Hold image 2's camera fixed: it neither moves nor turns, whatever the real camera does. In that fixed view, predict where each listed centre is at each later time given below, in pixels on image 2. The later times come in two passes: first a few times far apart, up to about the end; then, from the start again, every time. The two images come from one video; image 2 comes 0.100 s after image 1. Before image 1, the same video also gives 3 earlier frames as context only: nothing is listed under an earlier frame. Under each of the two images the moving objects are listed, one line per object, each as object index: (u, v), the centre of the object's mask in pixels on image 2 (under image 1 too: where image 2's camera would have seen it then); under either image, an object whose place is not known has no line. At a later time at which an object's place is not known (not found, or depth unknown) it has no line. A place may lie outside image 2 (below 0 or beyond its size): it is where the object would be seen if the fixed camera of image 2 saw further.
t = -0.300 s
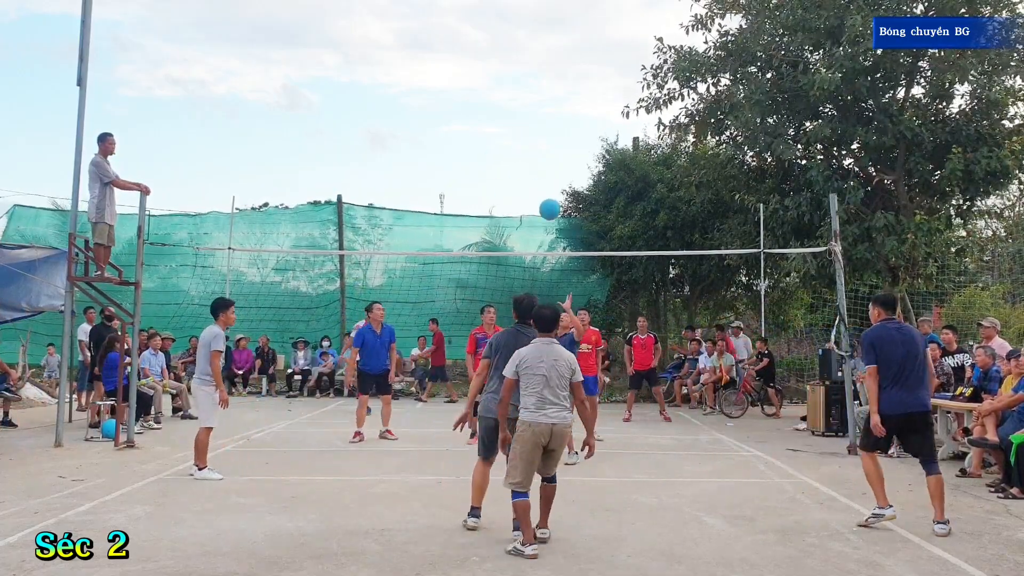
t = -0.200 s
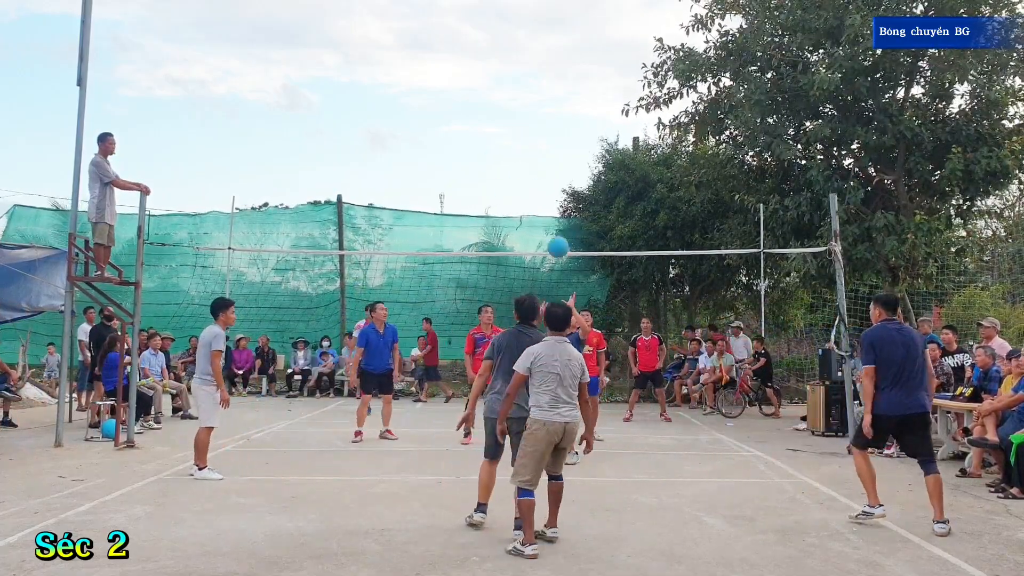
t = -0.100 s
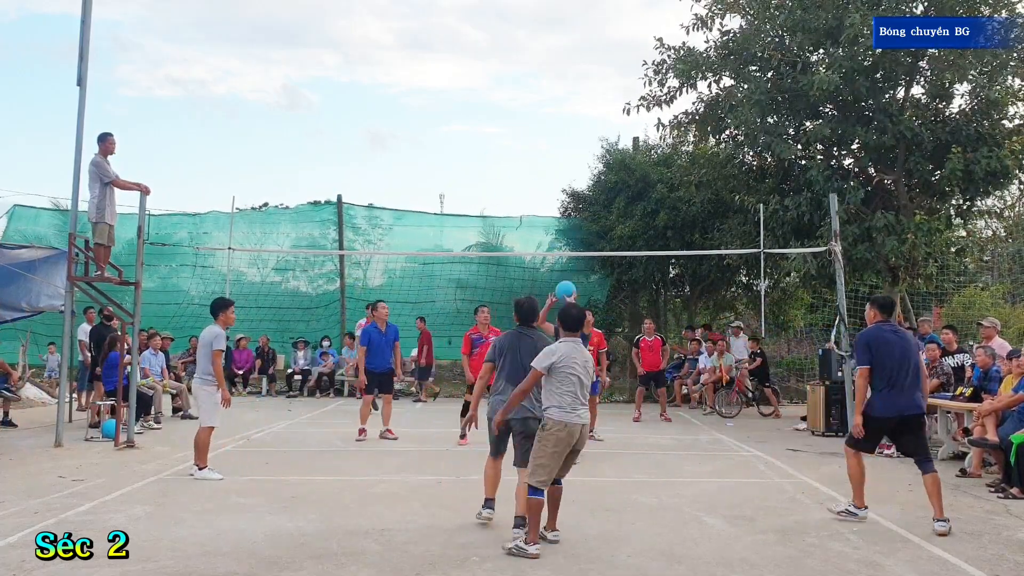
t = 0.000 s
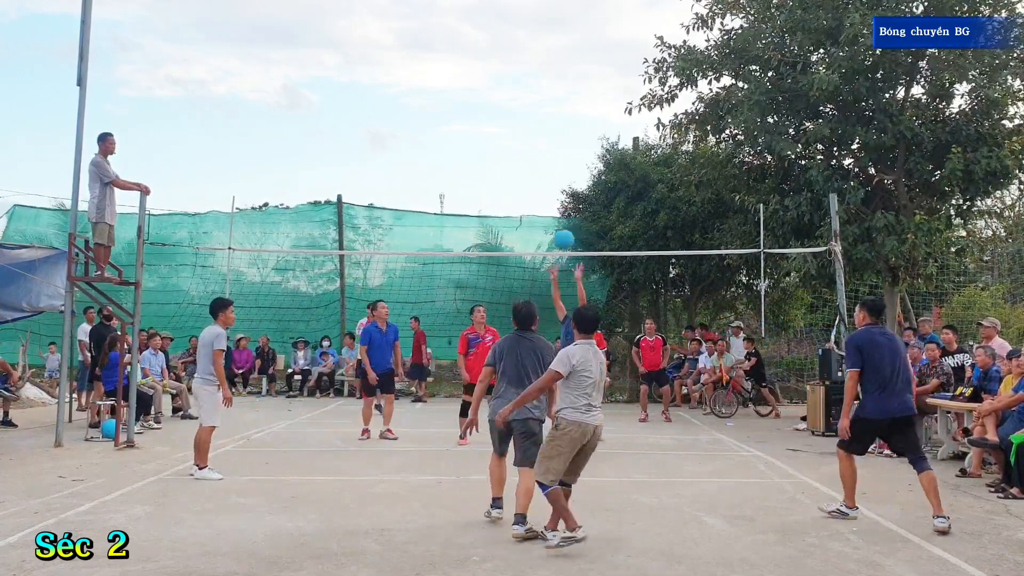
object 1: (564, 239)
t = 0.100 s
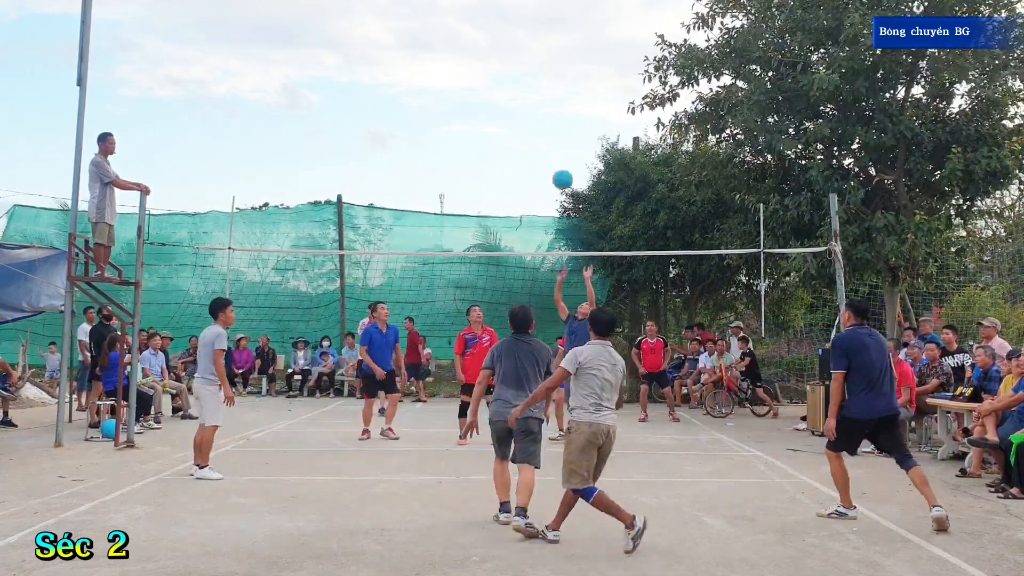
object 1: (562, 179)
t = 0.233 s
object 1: (561, 113)
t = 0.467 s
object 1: (559, 36)
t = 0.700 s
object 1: (553, 9)
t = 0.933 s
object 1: (547, 30)
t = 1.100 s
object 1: (542, 78)
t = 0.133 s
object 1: (562, 161)
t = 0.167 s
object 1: (562, 144)
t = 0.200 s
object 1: (562, 128)
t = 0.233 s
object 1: (561, 113)
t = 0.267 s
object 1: (561, 99)
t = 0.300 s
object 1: (561, 86)
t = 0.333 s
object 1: (561, 74)
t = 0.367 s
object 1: (560, 63)
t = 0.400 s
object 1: (560, 53)
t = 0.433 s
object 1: (559, 44)
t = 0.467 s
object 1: (559, 36)
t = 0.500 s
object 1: (558, 29)
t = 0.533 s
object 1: (557, 23)
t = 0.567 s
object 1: (557, 18)
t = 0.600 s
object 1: (556, 14)
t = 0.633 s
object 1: (555, 11)
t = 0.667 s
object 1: (554, 10)
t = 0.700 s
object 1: (553, 9)
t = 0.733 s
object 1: (552, 9)
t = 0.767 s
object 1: (552, 10)
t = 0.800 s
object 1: (550, 11)
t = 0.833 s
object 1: (550, 14)
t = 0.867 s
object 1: (549, 19)
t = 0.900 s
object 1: (548, 24)
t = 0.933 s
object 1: (547, 30)
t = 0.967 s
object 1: (546, 38)
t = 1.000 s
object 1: (545, 46)
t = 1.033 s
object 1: (544, 55)
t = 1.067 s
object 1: (543, 66)
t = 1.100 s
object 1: (542, 78)
